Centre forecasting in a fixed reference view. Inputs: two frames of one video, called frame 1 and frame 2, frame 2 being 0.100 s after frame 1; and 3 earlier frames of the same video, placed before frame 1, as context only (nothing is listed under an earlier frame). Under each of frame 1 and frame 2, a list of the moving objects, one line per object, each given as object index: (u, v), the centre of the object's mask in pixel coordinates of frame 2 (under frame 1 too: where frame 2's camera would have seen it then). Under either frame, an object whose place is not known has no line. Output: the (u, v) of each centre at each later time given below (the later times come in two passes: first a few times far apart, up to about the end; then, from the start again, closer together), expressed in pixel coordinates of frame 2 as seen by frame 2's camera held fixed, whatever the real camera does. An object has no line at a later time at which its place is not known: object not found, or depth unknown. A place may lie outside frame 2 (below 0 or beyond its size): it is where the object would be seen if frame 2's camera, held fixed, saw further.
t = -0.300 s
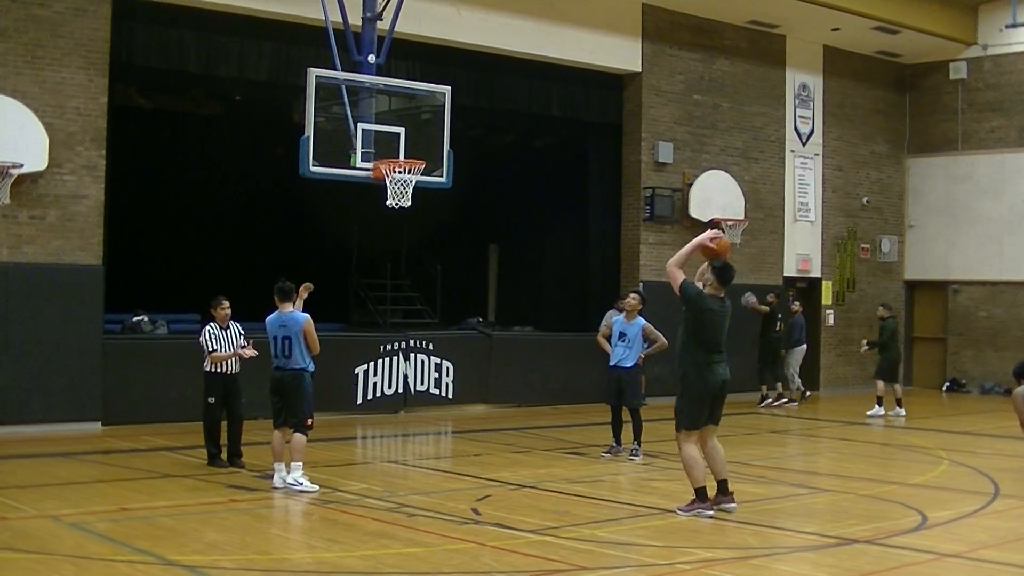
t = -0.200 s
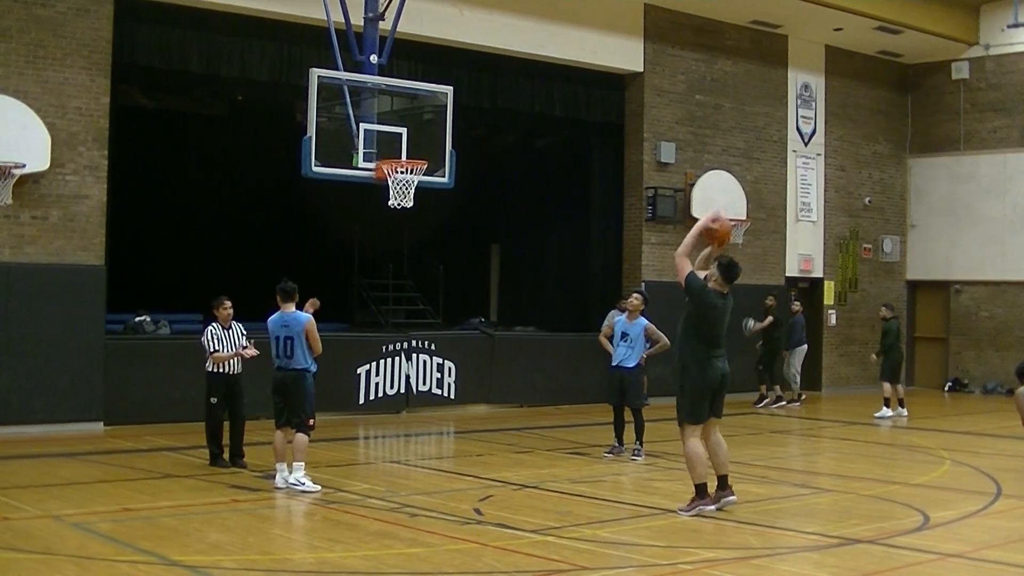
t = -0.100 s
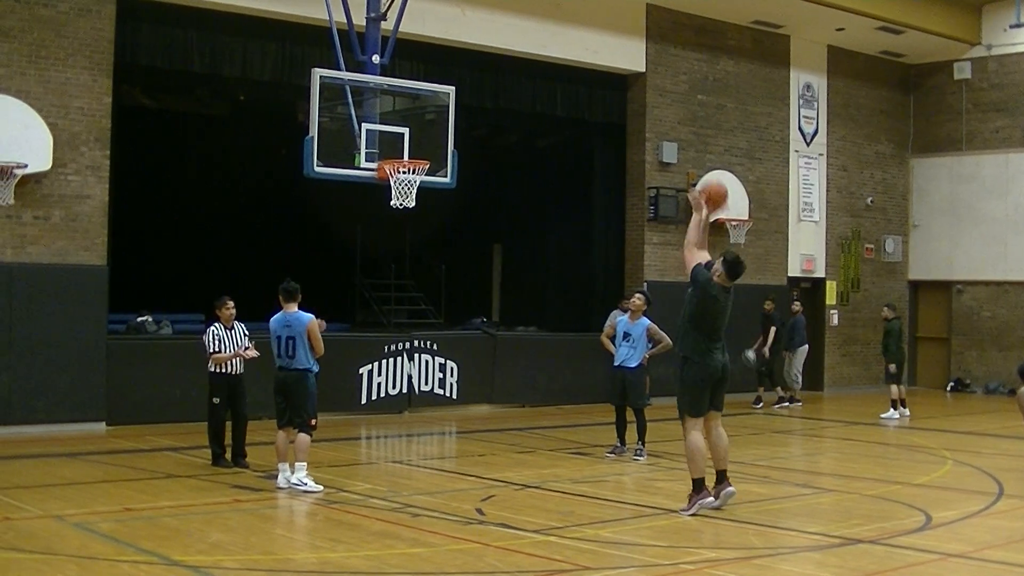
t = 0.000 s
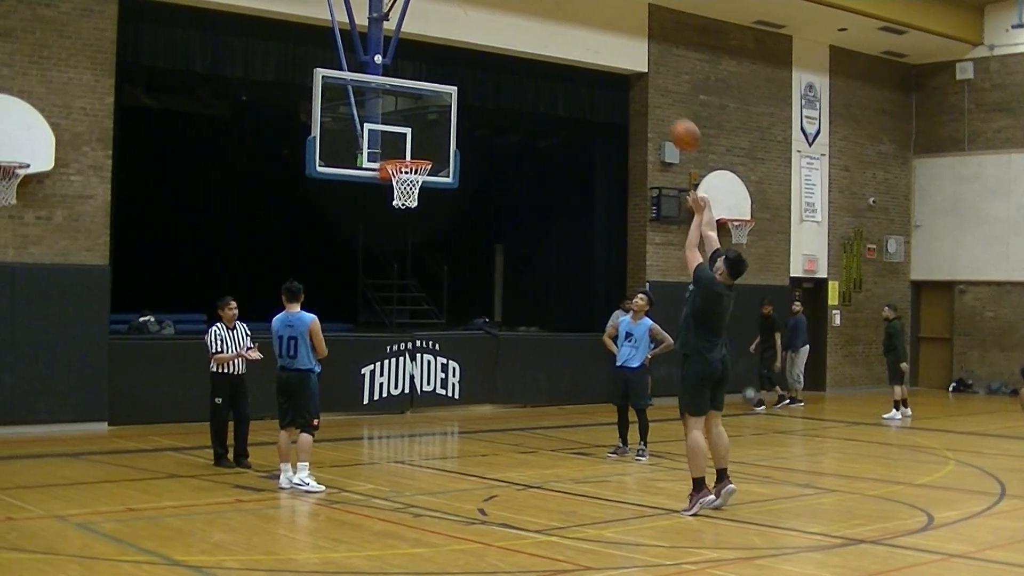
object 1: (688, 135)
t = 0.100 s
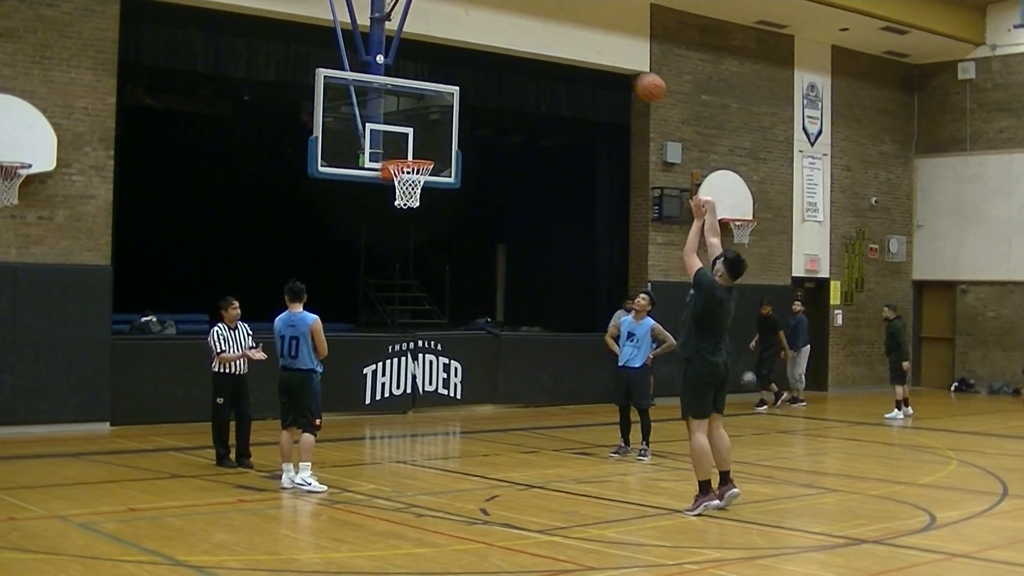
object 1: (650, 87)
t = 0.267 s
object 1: (593, 39)
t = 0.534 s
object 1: (514, 26)
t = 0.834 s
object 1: (436, 91)
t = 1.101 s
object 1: (405, 122)
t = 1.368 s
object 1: (424, 98)
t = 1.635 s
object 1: (442, 137)
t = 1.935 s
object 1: (463, 267)
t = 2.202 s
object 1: (475, 454)
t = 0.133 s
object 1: (639, 77)
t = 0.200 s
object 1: (616, 56)
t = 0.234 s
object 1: (605, 47)
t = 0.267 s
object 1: (593, 39)
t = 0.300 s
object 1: (583, 33)
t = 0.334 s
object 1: (572, 28)
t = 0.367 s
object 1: (562, 25)
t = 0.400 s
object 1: (552, 23)
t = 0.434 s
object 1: (542, 22)
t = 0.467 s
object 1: (533, 22)
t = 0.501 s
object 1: (523, 24)
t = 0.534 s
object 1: (514, 26)
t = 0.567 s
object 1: (506, 30)
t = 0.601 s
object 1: (497, 35)
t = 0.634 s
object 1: (487, 40)
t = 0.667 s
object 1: (478, 47)
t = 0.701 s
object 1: (470, 54)
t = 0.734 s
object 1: (460, 61)
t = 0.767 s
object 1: (452, 71)
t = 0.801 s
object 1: (445, 79)
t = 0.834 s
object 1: (436, 91)
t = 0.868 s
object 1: (427, 104)
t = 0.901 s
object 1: (420, 116)
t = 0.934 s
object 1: (411, 129)
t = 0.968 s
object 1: (402, 146)
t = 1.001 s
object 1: (398, 148)
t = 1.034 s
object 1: (399, 140)
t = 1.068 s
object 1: (402, 130)
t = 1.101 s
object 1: (405, 122)
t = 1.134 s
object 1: (407, 116)
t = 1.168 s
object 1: (410, 110)
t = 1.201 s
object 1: (412, 106)
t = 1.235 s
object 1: (414, 103)
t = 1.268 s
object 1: (417, 99)
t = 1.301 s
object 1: (419, 98)
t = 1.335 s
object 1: (421, 97)
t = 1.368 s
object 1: (424, 98)
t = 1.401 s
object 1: (426, 99)
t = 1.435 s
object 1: (428, 101)
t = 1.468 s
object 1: (431, 105)
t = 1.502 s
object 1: (432, 109)
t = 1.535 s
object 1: (434, 115)
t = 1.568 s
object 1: (437, 121)
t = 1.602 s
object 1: (439, 129)
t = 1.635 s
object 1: (442, 137)
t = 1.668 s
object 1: (443, 147)
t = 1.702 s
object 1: (445, 158)
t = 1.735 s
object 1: (447, 169)
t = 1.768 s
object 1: (450, 184)
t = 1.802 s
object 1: (452, 199)
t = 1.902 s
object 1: (461, 248)
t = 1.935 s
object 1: (463, 267)
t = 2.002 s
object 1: (469, 308)
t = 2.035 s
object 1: (467, 329)
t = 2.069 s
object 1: (470, 352)
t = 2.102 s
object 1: (474, 377)
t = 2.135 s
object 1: (475, 400)
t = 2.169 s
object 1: (478, 427)
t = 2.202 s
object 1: (475, 454)
